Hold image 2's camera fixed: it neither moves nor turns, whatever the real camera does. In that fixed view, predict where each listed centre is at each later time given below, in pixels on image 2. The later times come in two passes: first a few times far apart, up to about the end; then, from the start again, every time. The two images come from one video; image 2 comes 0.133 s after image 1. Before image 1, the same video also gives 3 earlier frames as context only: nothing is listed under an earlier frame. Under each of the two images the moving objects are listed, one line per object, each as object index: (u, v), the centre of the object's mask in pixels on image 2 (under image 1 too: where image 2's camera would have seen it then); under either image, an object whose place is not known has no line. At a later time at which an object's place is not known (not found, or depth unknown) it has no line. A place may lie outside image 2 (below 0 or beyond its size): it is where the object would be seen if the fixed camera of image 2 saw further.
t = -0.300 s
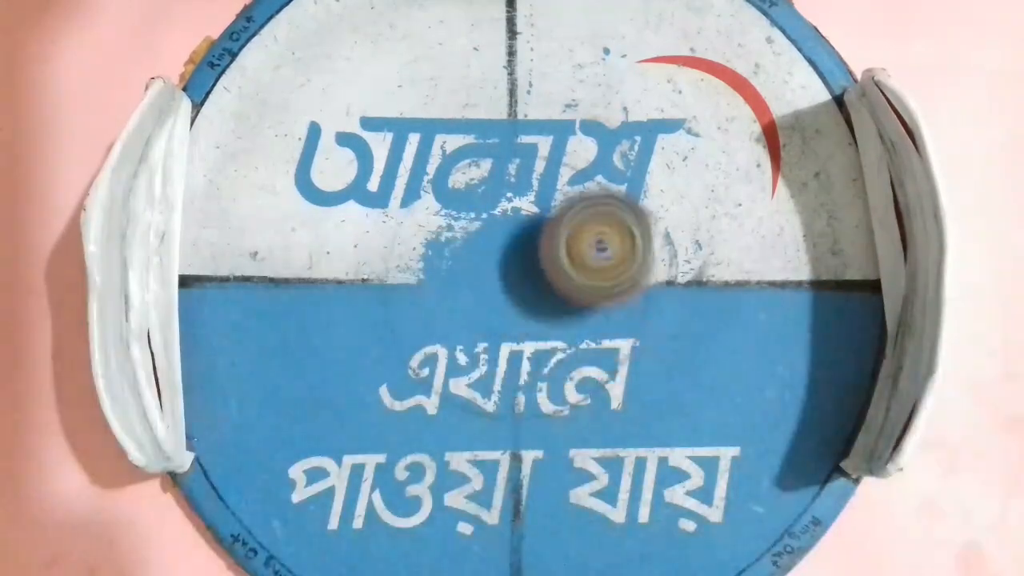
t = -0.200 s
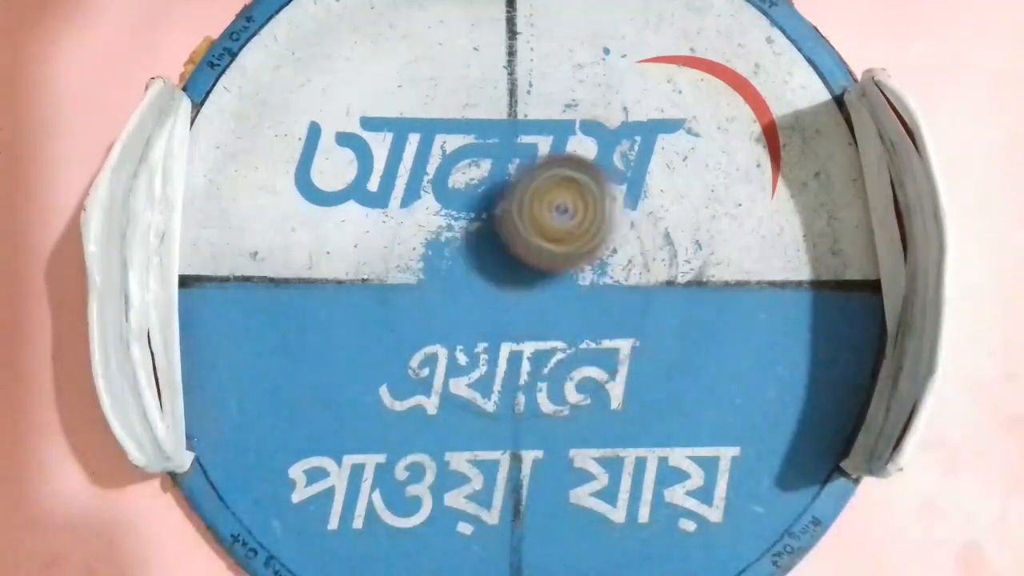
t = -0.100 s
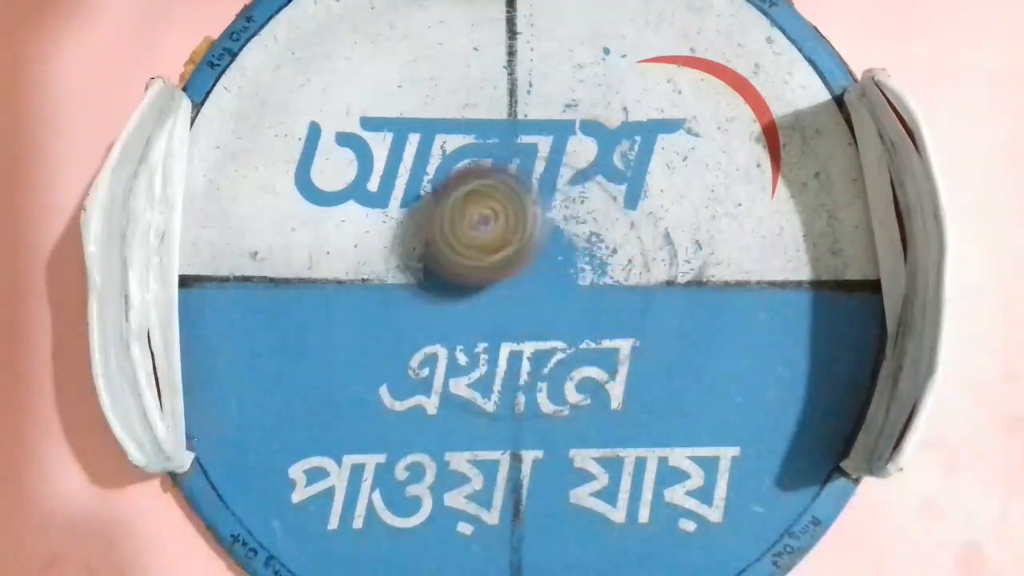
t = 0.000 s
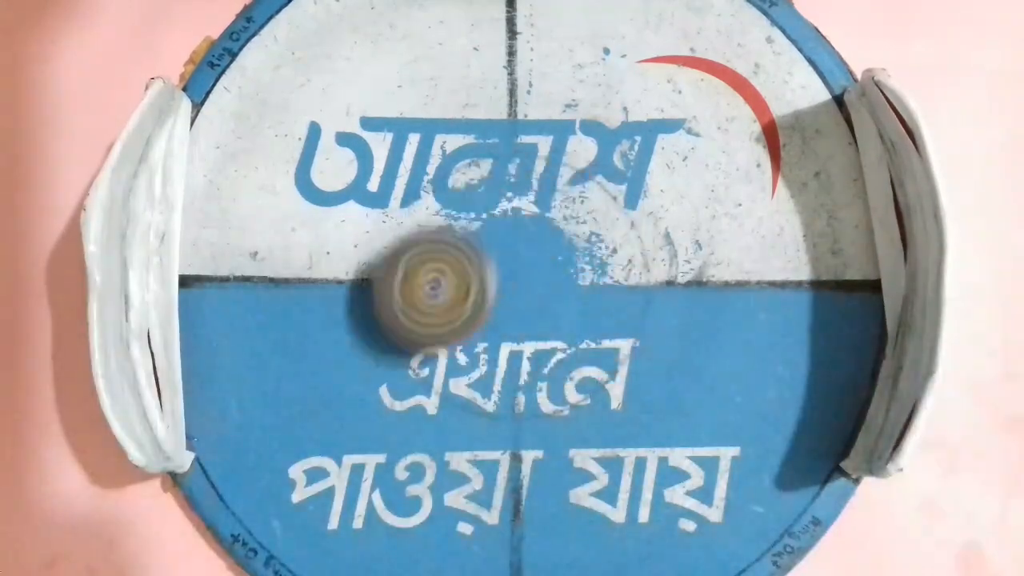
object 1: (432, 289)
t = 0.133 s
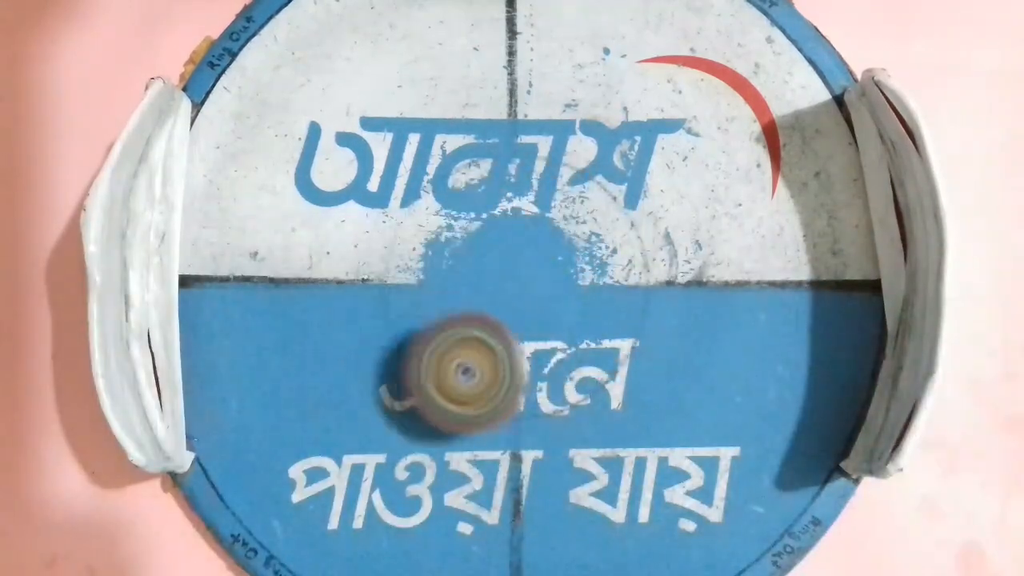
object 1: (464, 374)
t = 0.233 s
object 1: (499, 382)
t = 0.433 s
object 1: (549, 353)
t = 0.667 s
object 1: (555, 278)
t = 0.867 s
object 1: (519, 240)
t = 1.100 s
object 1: (444, 238)
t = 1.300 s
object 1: (403, 293)
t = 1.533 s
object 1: (454, 362)
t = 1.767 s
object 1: (544, 349)
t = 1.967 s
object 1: (590, 279)
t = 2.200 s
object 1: (567, 192)
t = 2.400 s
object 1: (504, 162)
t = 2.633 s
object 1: (443, 199)
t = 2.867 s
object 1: (423, 284)
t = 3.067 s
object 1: (467, 348)
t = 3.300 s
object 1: (553, 365)
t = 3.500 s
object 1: (612, 328)
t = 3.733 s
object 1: (629, 255)
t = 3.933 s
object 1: (582, 198)
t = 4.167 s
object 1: (482, 194)
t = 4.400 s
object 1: (414, 280)
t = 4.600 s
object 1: (432, 364)
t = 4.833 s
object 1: (504, 395)
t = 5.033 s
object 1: (560, 362)
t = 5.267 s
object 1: (581, 274)
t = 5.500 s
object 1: (522, 211)
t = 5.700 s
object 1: (466, 218)
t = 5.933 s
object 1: (433, 264)
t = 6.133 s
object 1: (452, 301)
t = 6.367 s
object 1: (495, 310)
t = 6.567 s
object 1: (518, 296)
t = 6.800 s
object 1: (532, 284)
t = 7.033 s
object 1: (541, 275)
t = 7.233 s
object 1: (542, 266)
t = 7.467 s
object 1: (535, 263)
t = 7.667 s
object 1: (532, 270)
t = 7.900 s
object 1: (529, 284)
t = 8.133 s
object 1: (522, 292)
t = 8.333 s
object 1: (516, 301)
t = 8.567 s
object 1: (514, 302)
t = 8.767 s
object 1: (510, 312)
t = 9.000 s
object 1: (509, 307)
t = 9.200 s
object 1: (503, 305)
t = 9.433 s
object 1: (500, 299)
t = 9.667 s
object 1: (492, 295)
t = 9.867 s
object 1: (489, 292)
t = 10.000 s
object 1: (488, 291)
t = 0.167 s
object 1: (478, 380)
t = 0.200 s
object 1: (489, 382)
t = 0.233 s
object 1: (499, 382)
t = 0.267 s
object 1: (507, 382)
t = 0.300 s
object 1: (516, 378)
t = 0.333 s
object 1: (526, 374)
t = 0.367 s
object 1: (534, 368)
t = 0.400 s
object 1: (541, 361)
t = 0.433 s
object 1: (549, 353)
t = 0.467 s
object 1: (555, 342)
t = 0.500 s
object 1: (560, 331)
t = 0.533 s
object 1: (562, 319)
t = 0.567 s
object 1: (564, 307)
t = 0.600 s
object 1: (562, 295)
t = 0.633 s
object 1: (559, 286)
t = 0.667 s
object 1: (555, 278)
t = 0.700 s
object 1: (551, 271)
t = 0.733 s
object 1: (546, 264)
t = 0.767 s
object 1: (542, 257)
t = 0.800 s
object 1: (534, 251)
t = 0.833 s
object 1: (527, 245)
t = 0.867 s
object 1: (519, 240)
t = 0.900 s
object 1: (511, 236)
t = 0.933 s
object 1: (501, 233)
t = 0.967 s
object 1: (489, 231)
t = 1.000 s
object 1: (479, 230)
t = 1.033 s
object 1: (467, 231)
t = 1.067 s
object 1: (456, 233)
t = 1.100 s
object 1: (444, 238)
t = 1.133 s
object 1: (436, 243)
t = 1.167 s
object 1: (427, 250)
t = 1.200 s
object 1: (419, 258)
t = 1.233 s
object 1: (412, 269)
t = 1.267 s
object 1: (406, 281)
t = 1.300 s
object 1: (403, 293)
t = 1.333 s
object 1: (403, 305)
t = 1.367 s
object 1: (406, 316)
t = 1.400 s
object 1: (412, 328)
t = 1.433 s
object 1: (420, 339)
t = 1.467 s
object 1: (430, 348)
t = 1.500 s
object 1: (441, 356)
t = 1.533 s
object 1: (454, 362)
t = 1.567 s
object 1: (468, 366)
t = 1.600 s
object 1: (480, 368)
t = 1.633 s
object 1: (494, 367)
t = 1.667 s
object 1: (507, 365)
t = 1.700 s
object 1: (520, 361)
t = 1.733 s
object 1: (532, 355)
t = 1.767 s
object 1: (544, 349)
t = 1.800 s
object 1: (554, 340)
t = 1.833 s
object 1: (565, 328)
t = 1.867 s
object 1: (573, 317)
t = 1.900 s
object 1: (580, 305)
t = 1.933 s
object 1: (586, 291)
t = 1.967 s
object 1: (590, 279)
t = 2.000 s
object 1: (592, 265)
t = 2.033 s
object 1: (591, 251)
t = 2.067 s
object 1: (589, 238)
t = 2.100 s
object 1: (585, 226)
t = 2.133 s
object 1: (580, 214)
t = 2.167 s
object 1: (574, 202)
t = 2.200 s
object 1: (567, 192)
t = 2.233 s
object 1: (557, 184)
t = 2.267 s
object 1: (549, 176)
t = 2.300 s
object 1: (539, 170)
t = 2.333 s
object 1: (527, 166)
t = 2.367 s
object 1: (515, 163)
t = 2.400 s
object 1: (504, 162)
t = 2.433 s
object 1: (494, 162)
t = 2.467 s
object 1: (481, 164)
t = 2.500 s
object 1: (472, 168)
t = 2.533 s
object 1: (465, 174)
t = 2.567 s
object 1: (457, 181)
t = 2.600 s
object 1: (449, 189)
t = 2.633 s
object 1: (443, 199)
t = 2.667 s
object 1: (436, 210)
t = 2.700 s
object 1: (431, 221)
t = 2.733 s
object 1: (427, 233)
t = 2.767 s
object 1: (423, 246)
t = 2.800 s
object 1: (421, 259)
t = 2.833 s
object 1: (420, 272)
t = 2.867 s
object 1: (423, 284)
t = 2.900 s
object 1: (427, 297)
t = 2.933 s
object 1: (432, 308)
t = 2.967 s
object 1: (439, 320)
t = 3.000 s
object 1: (448, 330)
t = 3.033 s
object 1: (457, 340)
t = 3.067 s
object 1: (467, 348)
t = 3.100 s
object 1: (480, 355)
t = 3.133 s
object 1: (491, 361)
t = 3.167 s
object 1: (503, 364)
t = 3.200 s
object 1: (516, 367)
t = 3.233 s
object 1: (528, 368)
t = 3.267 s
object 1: (542, 367)
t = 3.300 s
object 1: (553, 365)
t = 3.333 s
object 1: (563, 362)
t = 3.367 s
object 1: (574, 357)
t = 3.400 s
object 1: (586, 351)
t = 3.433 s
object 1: (595, 345)
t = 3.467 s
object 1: (604, 337)
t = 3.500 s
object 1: (612, 328)
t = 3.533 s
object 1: (620, 318)
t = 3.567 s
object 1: (626, 309)
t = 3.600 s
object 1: (631, 298)
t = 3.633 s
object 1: (633, 287)
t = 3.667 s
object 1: (632, 277)
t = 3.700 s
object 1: (632, 265)
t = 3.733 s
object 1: (629, 255)
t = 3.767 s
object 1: (625, 244)
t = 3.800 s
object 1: (620, 235)
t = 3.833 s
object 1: (611, 223)
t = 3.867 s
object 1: (603, 214)
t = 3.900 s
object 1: (593, 206)
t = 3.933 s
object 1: (582, 198)
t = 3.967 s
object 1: (571, 192)
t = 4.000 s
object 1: (555, 187)
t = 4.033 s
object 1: (541, 185)
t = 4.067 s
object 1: (524, 184)
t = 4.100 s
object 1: (511, 185)
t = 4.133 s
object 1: (496, 189)
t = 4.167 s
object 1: (482, 194)
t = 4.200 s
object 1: (471, 201)
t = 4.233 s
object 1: (459, 209)
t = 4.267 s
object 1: (447, 223)
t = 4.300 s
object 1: (437, 237)
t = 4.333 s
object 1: (427, 251)
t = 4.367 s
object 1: (420, 265)
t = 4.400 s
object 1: (414, 280)
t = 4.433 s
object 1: (412, 295)
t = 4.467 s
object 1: (412, 310)
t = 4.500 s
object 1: (414, 324)
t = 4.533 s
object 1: (419, 338)
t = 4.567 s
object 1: (425, 353)
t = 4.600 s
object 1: (432, 364)
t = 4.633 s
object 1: (439, 373)
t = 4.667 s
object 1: (449, 381)
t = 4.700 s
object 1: (458, 387)
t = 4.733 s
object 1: (471, 391)
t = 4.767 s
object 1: (481, 394)
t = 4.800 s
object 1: (493, 395)
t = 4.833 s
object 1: (504, 395)
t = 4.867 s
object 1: (514, 393)
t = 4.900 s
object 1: (524, 390)
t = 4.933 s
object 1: (537, 386)
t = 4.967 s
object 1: (545, 379)
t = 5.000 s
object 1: (554, 371)
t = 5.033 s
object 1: (560, 362)
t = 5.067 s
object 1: (569, 351)
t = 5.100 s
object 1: (576, 337)
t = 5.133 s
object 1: (581, 326)
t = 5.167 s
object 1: (583, 313)
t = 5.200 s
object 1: (583, 299)
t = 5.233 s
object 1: (583, 286)
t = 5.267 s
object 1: (581, 274)
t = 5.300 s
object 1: (574, 262)
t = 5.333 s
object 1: (569, 251)
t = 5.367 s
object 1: (561, 240)
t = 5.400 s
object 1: (552, 232)
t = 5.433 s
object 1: (542, 223)
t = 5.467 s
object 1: (533, 217)
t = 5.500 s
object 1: (522, 211)
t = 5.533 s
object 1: (512, 207)
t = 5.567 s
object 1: (501, 205)
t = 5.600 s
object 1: (490, 205)
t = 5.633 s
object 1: (482, 209)
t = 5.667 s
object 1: (476, 214)
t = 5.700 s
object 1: (466, 218)
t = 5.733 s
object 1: (458, 224)
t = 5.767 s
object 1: (451, 229)
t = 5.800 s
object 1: (443, 236)
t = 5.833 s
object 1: (441, 242)
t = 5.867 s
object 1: (436, 249)
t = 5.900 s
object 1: (435, 258)
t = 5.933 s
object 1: (433, 264)
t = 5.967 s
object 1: (433, 272)
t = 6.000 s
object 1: (436, 279)
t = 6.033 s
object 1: (438, 285)
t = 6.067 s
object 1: (442, 292)
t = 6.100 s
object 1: (446, 296)
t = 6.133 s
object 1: (452, 301)
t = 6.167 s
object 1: (457, 304)
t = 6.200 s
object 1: (464, 307)
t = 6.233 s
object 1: (470, 309)
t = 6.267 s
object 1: (476, 310)
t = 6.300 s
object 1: (483, 311)
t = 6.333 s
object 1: (489, 311)
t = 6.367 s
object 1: (495, 310)
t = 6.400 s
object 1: (501, 307)
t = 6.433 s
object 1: (505, 306)
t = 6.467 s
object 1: (510, 303)
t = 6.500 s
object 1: (513, 301)
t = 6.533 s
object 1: (517, 298)
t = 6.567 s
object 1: (518, 296)
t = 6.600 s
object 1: (521, 294)
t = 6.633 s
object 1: (522, 292)
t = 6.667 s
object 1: (524, 291)
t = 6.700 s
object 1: (526, 288)
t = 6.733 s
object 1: (528, 287)
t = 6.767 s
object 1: (530, 285)
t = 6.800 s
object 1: (532, 284)
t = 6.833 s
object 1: (533, 282)
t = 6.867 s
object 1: (534, 282)
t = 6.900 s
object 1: (537, 281)
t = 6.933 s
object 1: (538, 281)
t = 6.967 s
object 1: (539, 279)
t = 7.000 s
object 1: (540, 278)
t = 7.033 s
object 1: (541, 275)
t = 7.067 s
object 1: (541, 274)
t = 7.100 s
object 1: (542, 271)
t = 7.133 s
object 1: (543, 271)
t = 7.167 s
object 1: (543, 269)
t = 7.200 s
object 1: (543, 268)
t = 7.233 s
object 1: (542, 266)
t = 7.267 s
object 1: (542, 266)
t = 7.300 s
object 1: (541, 264)
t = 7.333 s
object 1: (541, 264)
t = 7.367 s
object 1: (539, 264)
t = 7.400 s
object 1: (538, 263)
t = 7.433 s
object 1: (535, 264)
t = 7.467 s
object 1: (535, 263)
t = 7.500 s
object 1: (534, 264)
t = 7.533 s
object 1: (535, 265)
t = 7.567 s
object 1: (534, 267)
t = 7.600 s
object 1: (533, 267)
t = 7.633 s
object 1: (532, 269)
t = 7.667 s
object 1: (532, 270)
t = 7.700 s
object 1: (531, 273)
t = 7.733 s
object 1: (531, 274)
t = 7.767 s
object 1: (531, 277)
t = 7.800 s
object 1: (529, 279)
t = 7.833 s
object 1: (530, 280)
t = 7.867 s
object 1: (528, 283)
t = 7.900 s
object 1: (529, 284)
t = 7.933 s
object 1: (528, 286)
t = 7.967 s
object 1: (527, 286)
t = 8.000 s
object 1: (527, 288)
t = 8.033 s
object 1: (525, 289)
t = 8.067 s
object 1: (525, 290)
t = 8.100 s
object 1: (523, 291)
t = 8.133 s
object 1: (522, 292)
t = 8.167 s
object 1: (521, 295)
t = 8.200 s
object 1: (520, 296)
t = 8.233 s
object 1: (519, 298)
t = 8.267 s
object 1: (518, 299)
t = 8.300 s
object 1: (518, 300)
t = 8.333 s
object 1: (516, 301)
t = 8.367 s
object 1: (515, 300)
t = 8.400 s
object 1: (514, 301)
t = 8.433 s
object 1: (513, 300)
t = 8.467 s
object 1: (513, 300)
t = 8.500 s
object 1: (513, 300)
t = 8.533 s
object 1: (513, 300)
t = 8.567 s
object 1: (514, 302)
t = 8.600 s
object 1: (514, 303)
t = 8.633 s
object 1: (515, 304)
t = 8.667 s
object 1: (514, 307)
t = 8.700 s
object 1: (513, 308)
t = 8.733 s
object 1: (512, 310)
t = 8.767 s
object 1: (510, 312)
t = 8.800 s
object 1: (509, 311)
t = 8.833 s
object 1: (510, 310)
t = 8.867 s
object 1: (509, 310)
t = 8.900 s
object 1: (509, 309)
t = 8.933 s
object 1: (510, 309)
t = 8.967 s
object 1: (509, 308)
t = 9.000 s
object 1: (509, 307)
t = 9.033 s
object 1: (509, 306)
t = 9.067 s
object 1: (508, 305)
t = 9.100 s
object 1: (507, 305)
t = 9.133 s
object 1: (507, 305)
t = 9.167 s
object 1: (505, 306)
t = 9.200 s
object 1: (503, 305)
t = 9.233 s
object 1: (503, 304)
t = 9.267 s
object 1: (503, 303)
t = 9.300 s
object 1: (502, 302)
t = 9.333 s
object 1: (502, 301)
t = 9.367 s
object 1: (502, 301)
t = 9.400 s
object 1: (501, 301)
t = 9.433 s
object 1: (500, 299)
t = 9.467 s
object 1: (499, 299)
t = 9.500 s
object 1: (498, 299)
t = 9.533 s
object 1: (497, 298)
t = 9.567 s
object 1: (496, 297)
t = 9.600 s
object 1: (494, 297)
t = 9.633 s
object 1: (493, 296)
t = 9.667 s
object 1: (492, 295)
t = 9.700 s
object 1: (492, 294)
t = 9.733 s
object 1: (491, 294)
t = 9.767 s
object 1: (490, 293)
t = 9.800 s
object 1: (490, 292)
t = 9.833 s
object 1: (489, 292)
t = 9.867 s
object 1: (489, 292)
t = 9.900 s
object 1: (488, 291)
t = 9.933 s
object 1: (488, 291)
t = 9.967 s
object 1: (488, 291)
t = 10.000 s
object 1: (488, 291)
